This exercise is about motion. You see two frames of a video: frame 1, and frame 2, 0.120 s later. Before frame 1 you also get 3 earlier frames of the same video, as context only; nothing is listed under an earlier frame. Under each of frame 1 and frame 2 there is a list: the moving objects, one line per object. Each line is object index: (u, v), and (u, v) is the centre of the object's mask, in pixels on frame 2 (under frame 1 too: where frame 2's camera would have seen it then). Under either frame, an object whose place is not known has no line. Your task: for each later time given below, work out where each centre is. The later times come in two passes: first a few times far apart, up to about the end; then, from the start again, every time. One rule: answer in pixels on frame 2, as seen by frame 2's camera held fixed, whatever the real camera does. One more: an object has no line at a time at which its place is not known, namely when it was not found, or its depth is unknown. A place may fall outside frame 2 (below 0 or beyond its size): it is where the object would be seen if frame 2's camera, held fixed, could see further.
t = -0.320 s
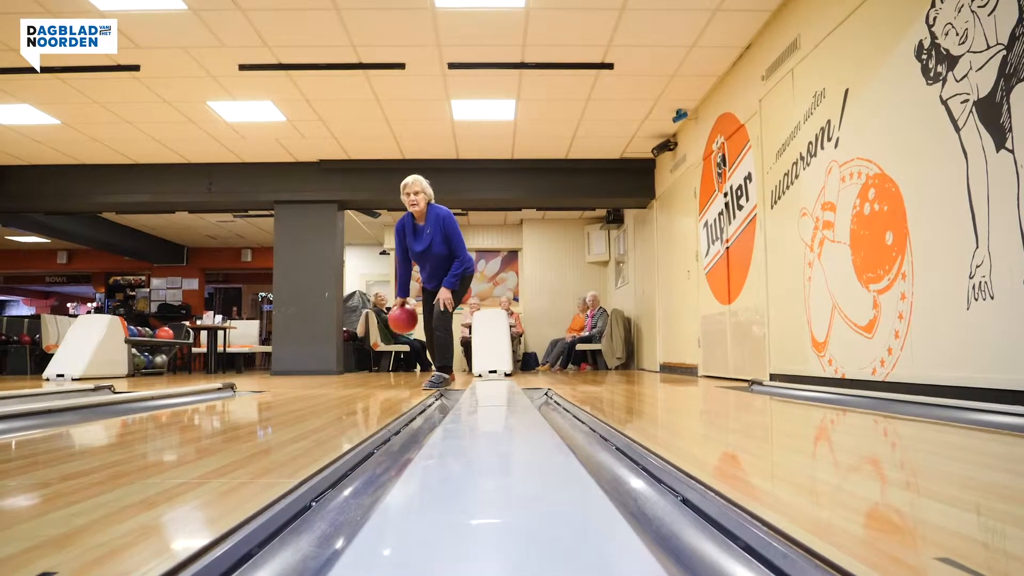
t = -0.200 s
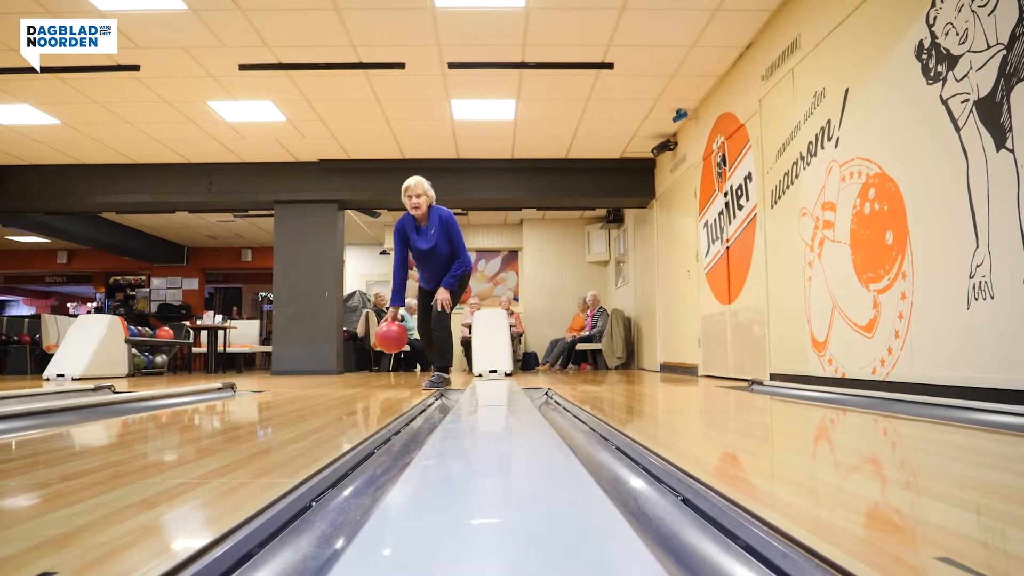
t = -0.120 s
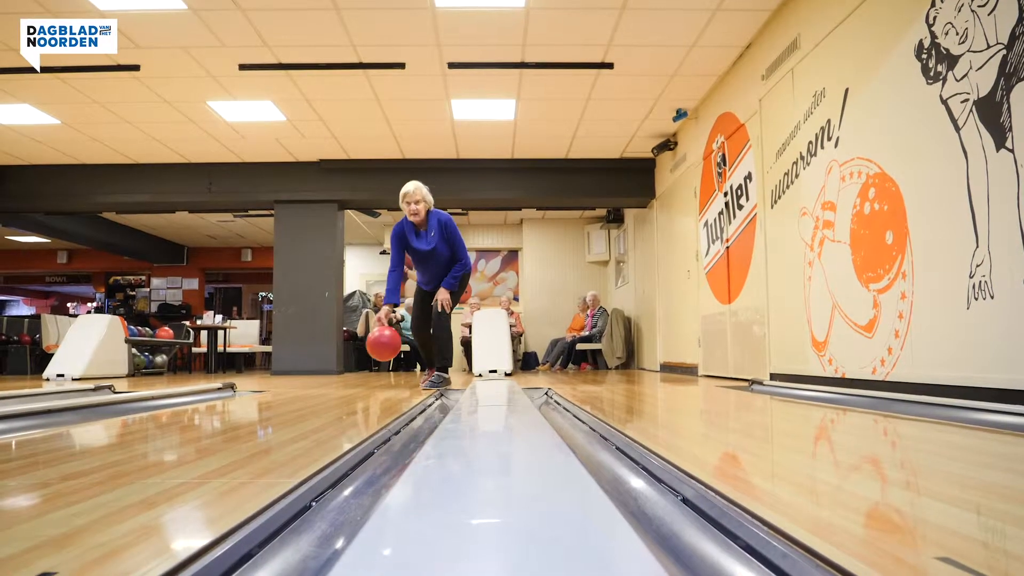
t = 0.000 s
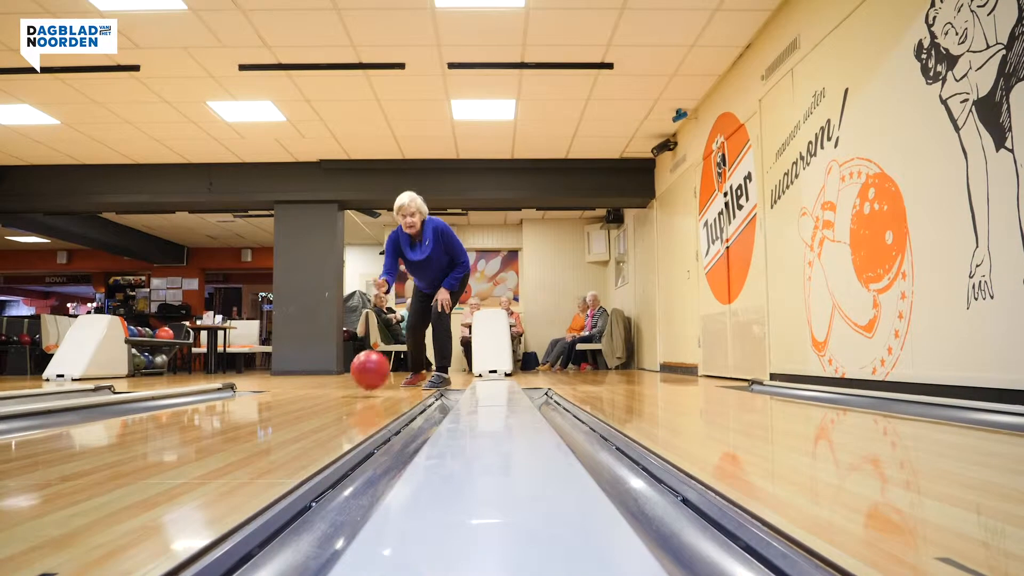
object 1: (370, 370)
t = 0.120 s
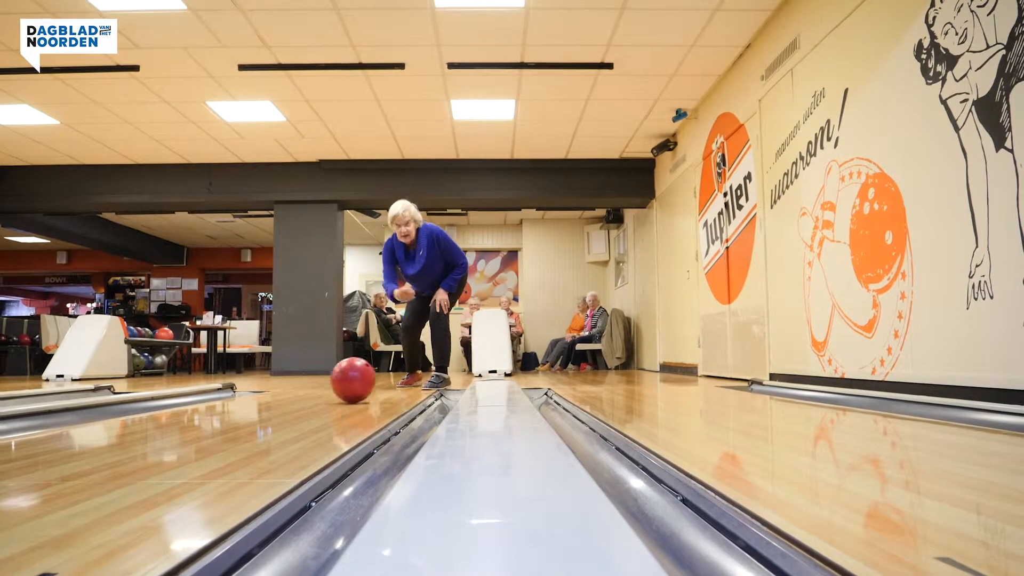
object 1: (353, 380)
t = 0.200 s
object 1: (339, 383)
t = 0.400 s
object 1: (288, 393)
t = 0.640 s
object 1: (157, 418)
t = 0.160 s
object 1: (346, 381)
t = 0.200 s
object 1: (339, 383)
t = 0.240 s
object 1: (331, 384)
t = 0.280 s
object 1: (322, 386)
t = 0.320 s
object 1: (312, 388)
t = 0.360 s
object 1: (301, 390)
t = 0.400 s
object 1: (288, 393)
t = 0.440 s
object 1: (274, 395)
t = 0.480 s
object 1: (258, 398)
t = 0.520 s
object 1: (239, 402)
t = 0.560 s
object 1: (216, 407)
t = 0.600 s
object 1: (189, 412)
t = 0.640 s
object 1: (157, 418)
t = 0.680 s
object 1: (117, 426)
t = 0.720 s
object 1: (69, 437)
